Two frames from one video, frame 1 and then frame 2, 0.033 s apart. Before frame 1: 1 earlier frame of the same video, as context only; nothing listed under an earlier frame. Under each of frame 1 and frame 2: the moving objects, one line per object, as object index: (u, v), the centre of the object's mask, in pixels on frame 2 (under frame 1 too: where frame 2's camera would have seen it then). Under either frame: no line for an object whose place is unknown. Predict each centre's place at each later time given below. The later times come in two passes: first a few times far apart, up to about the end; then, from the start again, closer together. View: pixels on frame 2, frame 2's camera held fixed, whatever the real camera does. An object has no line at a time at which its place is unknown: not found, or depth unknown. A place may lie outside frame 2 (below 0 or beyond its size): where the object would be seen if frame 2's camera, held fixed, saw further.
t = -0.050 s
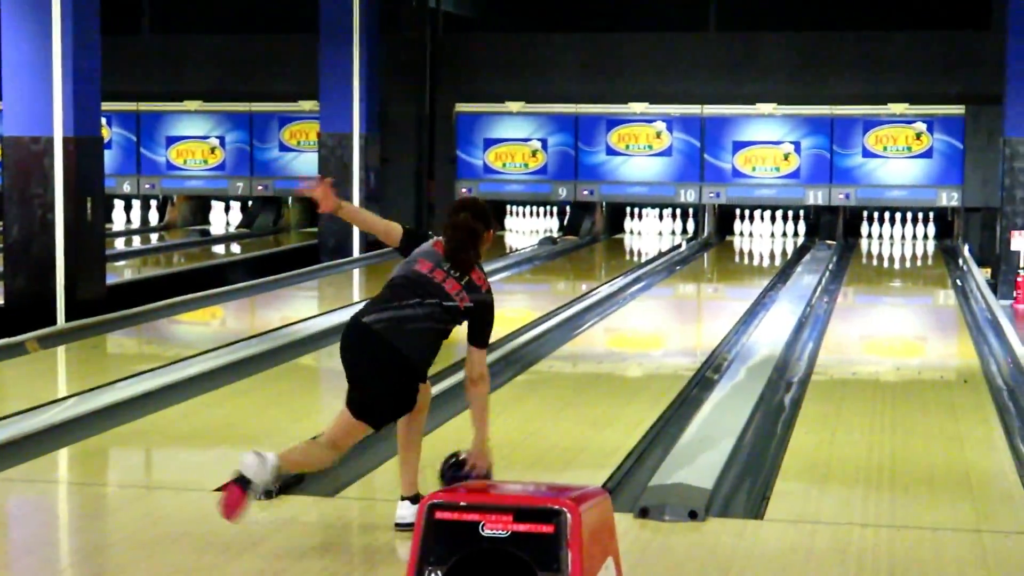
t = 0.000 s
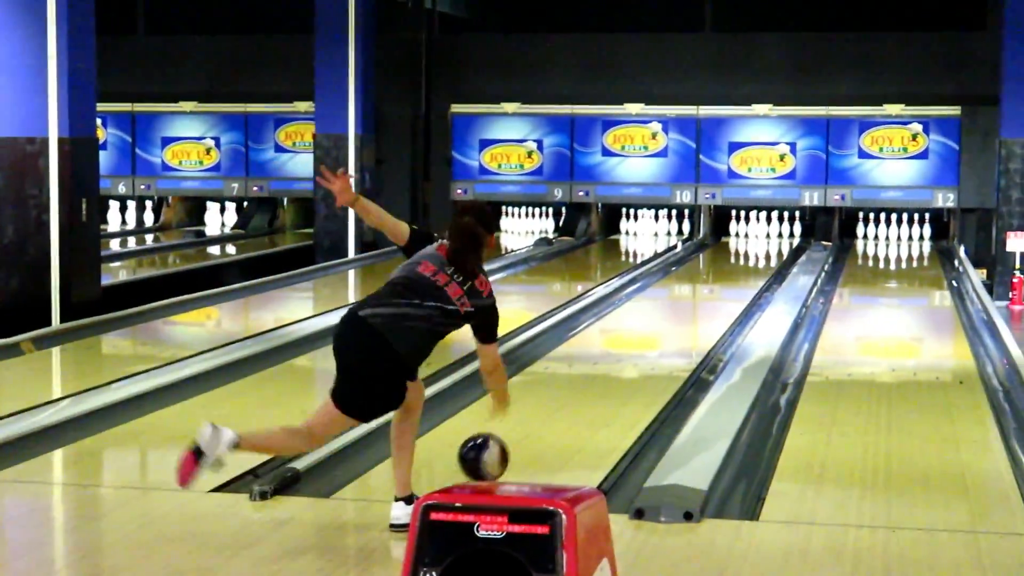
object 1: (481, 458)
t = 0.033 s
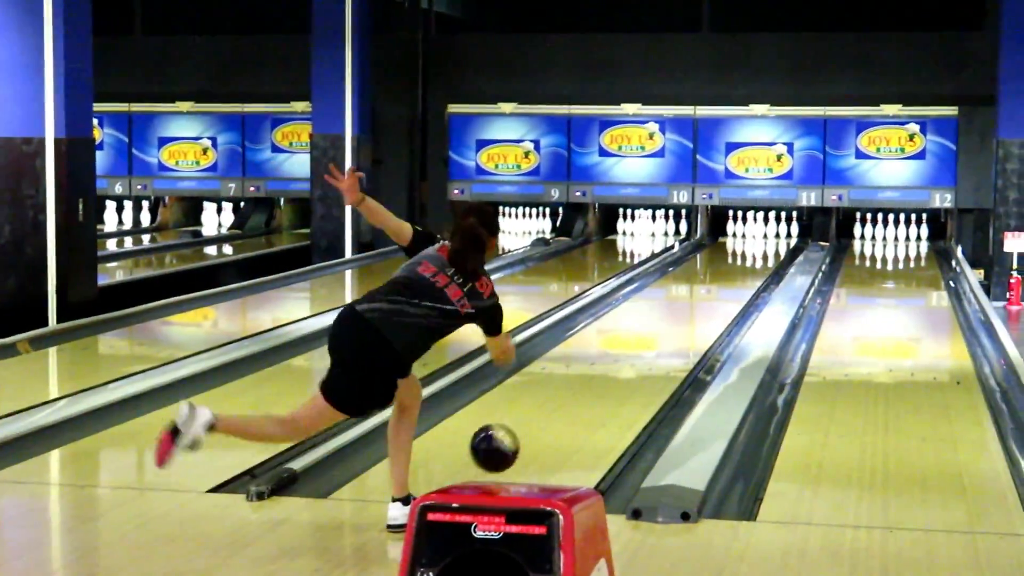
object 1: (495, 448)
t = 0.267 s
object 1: (574, 406)
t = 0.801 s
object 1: (676, 329)
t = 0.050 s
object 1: (500, 444)
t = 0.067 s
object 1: (507, 441)
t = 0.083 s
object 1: (513, 438)
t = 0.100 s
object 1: (519, 436)
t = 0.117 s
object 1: (525, 435)
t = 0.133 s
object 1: (531, 435)
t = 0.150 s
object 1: (537, 432)
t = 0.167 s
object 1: (542, 428)
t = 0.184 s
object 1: (547, 425)
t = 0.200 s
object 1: (553, 420)
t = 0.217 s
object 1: (559, 417)
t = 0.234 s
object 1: (564, 413)
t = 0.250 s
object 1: (569, 409)
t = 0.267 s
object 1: (574, 406)
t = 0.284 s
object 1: (578, 402)
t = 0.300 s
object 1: (582, 400)
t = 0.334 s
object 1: (591, 396)
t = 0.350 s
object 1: (595, 393)
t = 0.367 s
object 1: (599, 389)
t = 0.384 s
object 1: (603, 385)
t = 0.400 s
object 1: (607, 382)
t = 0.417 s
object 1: (610, 379)
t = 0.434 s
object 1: (614, 376)
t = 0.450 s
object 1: (617, 373)
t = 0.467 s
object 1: (621, 371)
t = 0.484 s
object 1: (625, 368)
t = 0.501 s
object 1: (628, 366)
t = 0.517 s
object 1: (631, 363)
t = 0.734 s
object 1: (666, 335)
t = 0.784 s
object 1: (673, 332)
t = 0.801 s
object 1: (676, 329)
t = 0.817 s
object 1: (678, 328)
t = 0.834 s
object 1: (680, 326)
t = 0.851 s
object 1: (682, 324)
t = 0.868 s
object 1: (684, 323)
